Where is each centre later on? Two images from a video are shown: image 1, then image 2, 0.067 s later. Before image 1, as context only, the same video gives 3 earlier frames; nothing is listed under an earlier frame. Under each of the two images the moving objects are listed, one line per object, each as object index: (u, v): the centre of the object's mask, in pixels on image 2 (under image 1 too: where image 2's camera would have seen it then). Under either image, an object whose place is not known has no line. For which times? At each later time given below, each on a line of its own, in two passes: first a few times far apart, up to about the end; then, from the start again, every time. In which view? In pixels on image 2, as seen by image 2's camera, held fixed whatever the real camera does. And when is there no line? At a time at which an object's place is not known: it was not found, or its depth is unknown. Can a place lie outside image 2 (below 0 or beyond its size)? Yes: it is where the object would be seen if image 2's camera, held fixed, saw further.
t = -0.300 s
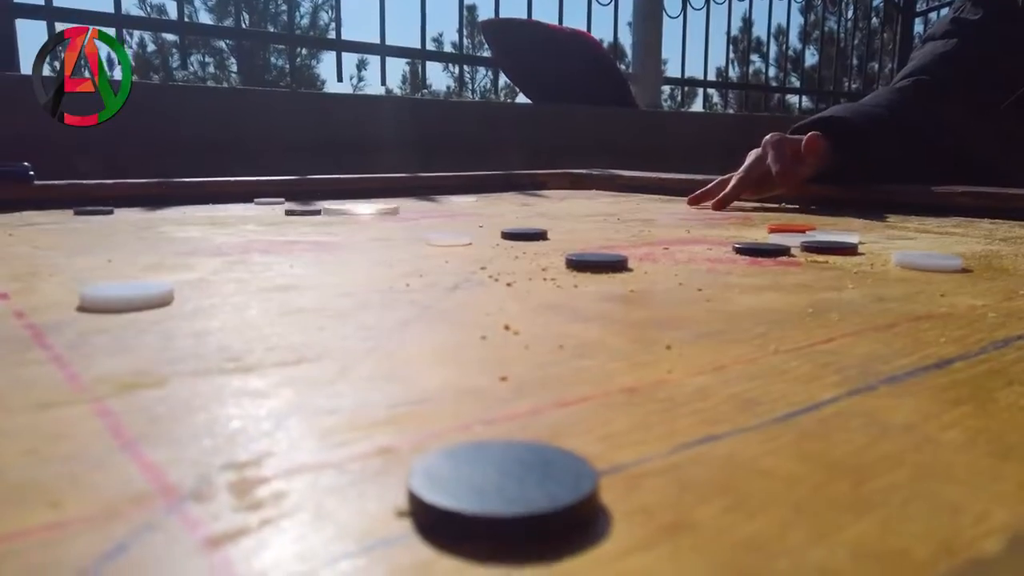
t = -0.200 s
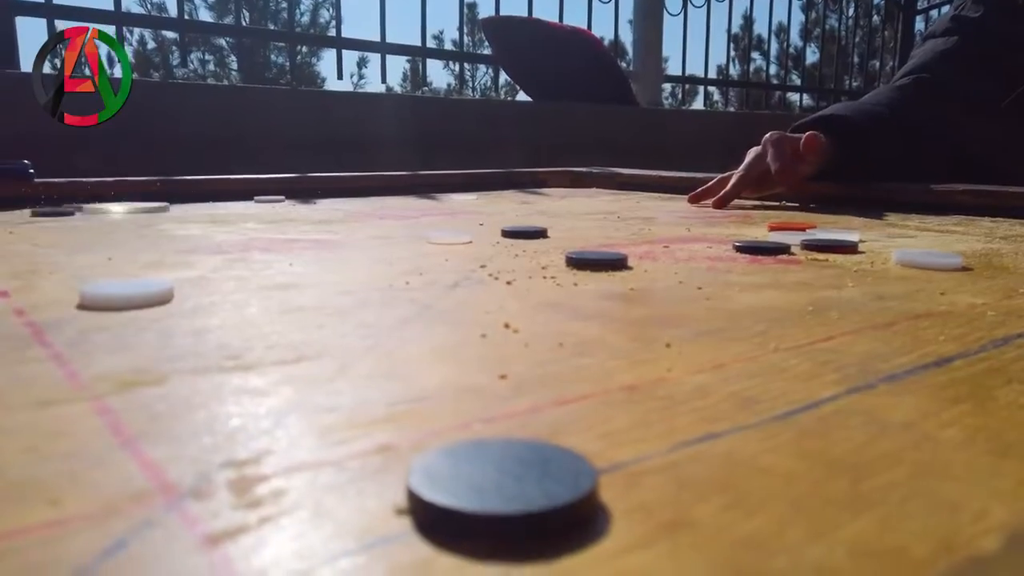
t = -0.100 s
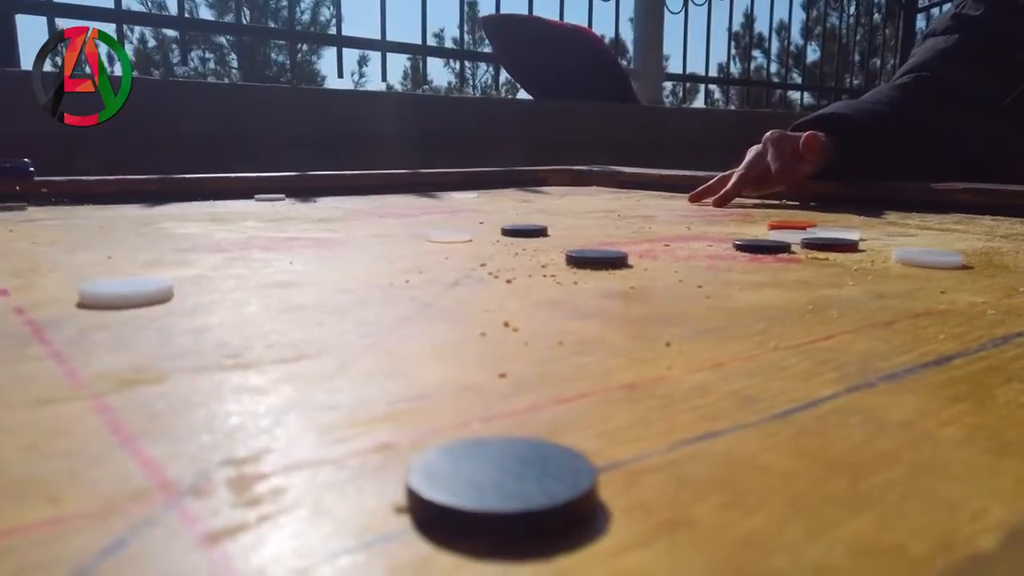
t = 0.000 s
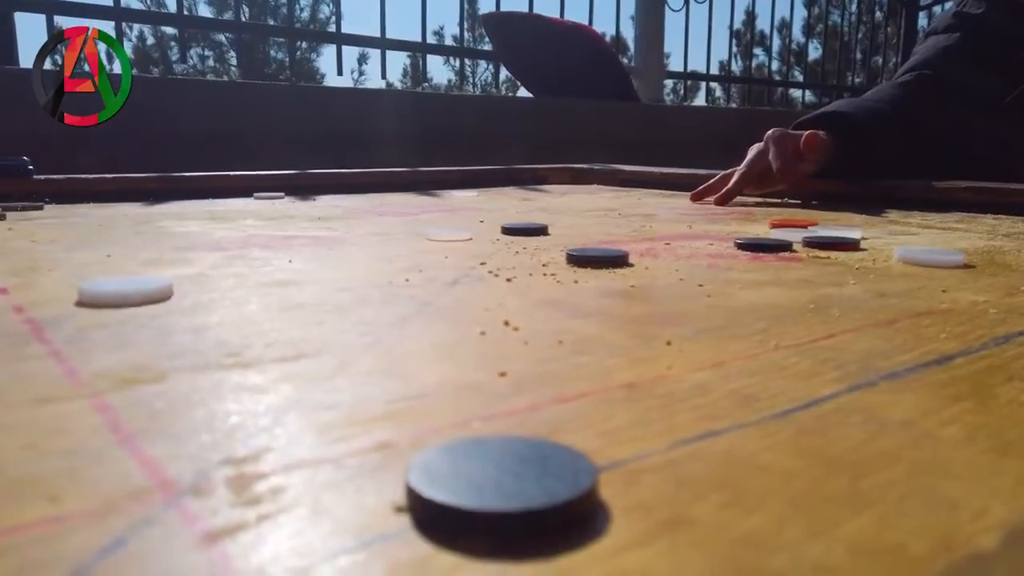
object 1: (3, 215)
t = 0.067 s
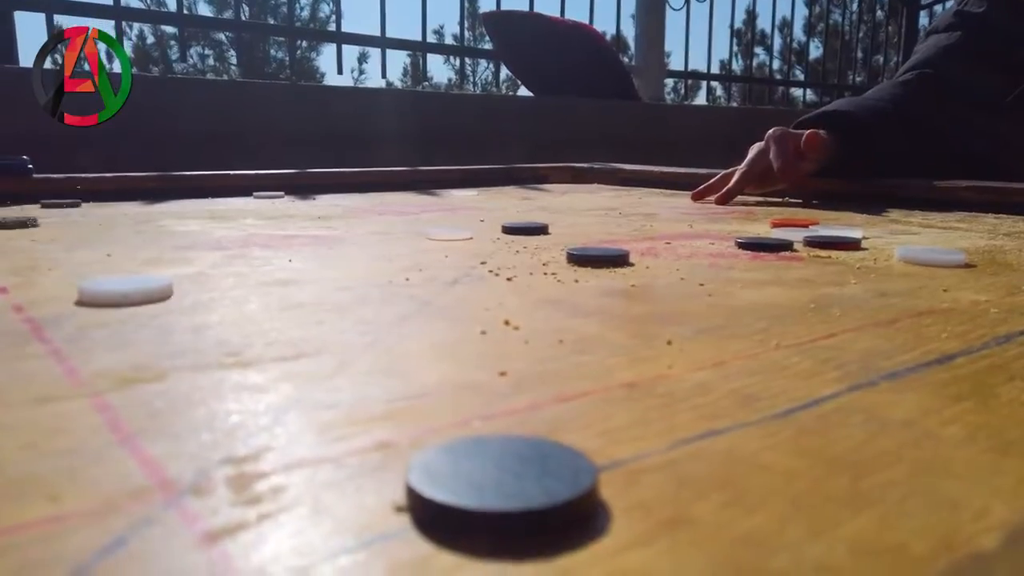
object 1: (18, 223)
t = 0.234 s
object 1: (90, 243)
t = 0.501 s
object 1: (226, 279)
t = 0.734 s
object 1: (295, 299)
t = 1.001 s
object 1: (298, 300)
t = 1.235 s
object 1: (299, 300)
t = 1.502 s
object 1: (299, 300)
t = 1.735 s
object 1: (299, 300)
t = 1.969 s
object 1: (299, 300)
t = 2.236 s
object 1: (299, 300)
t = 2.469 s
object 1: (299, 300)
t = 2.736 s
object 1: (299, 300)
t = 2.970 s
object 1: (299, 300)
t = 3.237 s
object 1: (299, 300)
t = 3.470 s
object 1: (299, 300)
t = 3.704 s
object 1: (300, 300)
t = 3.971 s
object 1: (300, 300)
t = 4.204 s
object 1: (299, 300)
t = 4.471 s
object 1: (299, 300)
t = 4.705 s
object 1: (299, 300)
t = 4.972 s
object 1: (299, 300)
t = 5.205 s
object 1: (299, 300)
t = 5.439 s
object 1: (299, 300)
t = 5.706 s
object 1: (299, 300)
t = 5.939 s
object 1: (299, 300)
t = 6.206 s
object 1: (299, 300)
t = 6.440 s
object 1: (299, 300)
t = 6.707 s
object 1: (299, 300)
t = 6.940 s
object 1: (299, 300)
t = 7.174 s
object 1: (299, 300)
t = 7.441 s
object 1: (299, 300)
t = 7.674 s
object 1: (300, 300)
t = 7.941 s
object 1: (299, 300)
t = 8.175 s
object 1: (299, 300)
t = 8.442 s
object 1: (299, 300)
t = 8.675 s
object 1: (299, 300)
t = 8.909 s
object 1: (299, 300)
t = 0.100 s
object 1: (27, 226)
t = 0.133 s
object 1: (41, 230)
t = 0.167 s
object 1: (56, 235)
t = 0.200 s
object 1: (73, 239)
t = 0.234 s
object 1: (90, 243)
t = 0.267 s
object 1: (108, 248)
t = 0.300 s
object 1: (125, 253)
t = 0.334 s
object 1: (143, 257)
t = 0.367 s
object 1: (160, 262)
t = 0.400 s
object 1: (179, 266)
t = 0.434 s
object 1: (196, 270)
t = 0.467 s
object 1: (211, 275)
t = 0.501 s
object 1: (226, 279)
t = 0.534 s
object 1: (239, 283)
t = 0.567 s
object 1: (253, 286)
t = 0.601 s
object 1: (263, 290)
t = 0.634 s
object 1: (273, 292)
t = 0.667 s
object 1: (282, 295)
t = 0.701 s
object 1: (290, 297)
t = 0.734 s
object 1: (295, 299)
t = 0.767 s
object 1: (298, 300)
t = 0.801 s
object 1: (298, 300)
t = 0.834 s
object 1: (299, 300)
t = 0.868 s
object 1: (299, 300)
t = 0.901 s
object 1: (299, 300)
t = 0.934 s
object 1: (298, 300)
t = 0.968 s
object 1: (299, 300)
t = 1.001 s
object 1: (298, 300)
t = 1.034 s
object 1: (298, 300)
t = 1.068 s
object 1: (298, 300)
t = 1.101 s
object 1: (298, 300)
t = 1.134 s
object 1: (298, 300)
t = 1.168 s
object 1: (299, 300)
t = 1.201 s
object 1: (298, 300)
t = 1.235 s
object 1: (299, 300)
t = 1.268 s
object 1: (298, 300)
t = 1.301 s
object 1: (299, 300)
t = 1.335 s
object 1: (299, 300)
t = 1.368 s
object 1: (299, 300)
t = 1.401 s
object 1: (299, 300)
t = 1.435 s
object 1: (299, 300)
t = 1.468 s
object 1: (299, 300)
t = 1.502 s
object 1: (299, 300)
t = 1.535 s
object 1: (299, 300)
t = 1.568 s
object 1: (299, 300)
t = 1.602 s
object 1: (299, 300)
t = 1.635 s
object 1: (299, 300)
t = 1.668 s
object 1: (299, 300)
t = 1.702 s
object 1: (299, 300)
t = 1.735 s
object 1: (299, 300)
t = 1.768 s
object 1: (299, 300)
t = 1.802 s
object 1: (299, 300)
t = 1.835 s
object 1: (299, 300)
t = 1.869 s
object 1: (299, 300)
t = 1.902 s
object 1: (299, 300)
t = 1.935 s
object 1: (299, 300)
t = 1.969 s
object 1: (299, 300)
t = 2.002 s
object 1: (299, 300)
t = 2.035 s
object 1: (299, 300)
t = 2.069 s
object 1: (299, 299)
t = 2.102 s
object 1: (299, 300)
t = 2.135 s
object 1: (299, 300)
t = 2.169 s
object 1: (299, 300)
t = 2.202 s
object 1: (299, 300)
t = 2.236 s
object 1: (299, 300)
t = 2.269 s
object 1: (299, 300)
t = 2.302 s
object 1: (299, 300)
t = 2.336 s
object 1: (299, 300)
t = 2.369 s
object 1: (299, 300)
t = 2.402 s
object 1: (299, 300)
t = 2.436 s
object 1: (299, 300)
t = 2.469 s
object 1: (299, 300)
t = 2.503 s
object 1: (299, 300)
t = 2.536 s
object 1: (299, 300)
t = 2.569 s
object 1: (299, 300)
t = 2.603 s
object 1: (299, 300)
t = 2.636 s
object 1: (299, 300)
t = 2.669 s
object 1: (299, 300)
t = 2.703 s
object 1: (299, 300)
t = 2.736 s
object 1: (299, 300)
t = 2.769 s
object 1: (299, 300)
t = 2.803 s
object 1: (299, 300)
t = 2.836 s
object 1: (299, 300)
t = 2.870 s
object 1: (299, 300)
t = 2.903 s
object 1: (299, 300)
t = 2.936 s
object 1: (299, 300)
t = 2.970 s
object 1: (299, 300)
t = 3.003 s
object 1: (299, 300)
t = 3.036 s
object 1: (299, 300)
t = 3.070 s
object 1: (299, 300)
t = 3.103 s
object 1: (299, 300)
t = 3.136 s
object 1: (299, 300)
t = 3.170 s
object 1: (299, 300)
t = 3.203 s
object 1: (299, 300)
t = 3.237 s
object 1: (299, 300)
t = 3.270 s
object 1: (299, 300)
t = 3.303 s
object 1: (299, 300)
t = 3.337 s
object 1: (299, 300)
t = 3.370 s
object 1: (299, 300)
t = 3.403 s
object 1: (299, 300)
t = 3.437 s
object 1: (299, 300)
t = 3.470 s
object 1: (299, 300)
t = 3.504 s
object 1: (299, 300)
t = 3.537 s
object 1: (299, 300)
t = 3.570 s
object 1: (300, 300)
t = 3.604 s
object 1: (300, 300)
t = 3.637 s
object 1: (299, 300)
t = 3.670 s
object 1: (299, 300)
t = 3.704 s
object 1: (300, 300)
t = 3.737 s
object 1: (299, 300)
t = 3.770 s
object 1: (299, 300)
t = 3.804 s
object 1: (299, 300)
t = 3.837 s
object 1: (299, 300)
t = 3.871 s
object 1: (299, 300)
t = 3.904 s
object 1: (299, 300)
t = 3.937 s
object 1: (299, 300)
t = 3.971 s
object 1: (300, 300)
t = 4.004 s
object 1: (299, 300)
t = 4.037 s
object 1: (299, 300)
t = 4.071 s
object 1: (299, 300)
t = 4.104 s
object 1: (299, 300)
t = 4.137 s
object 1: (299, 300)
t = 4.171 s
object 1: (299, 300)
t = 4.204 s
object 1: (299, 300)
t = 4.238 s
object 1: (299, 300)
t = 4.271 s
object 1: (299, 300)
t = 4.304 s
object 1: (299, 300)
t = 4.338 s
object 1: (299, 300)
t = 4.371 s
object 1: (299, 300)
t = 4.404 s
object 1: (299, 300)
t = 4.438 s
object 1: (299, 300)
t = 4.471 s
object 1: (299, 300)
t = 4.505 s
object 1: (299, 300)
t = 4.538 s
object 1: (299, 300)
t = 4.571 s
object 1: (299, 300)
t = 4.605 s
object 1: (299, 300)
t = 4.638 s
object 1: (299, 300)
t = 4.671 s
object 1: (299, 300)
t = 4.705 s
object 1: (299, 300)
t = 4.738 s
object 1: (299, 300)
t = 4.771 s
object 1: (299, 300)
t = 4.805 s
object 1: (299, 300)
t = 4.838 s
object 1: (299, 300)
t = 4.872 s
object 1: (299, 300)
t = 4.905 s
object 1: (299, 300)
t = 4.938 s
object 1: (299, 300)
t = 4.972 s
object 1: (299, 300)
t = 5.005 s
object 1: (299, 300)
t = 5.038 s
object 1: (299, 300)
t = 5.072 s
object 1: (299, 300)
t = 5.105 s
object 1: (299, 300)
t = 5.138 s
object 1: (299, 300)
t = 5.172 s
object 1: (299, 300)
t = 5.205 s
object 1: (299, 300)
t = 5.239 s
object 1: (299, 300)
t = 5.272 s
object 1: (299, 300)
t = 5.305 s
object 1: (299, 300)
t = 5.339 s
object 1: (299, 300)
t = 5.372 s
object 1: (299, 300)
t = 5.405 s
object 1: (299, 300)
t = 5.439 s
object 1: (299, 300)
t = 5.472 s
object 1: (299, 300)
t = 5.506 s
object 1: (299, 300)
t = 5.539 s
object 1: (299, 300)
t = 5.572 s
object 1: (299, 300)
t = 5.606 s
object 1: (299, 300)
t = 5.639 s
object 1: (299, 300)
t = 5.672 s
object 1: (299, 300)
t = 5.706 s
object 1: (299, 300)
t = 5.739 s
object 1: (299, 300)
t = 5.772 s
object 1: (299, 300)
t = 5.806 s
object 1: (299, 300)
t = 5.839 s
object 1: (299, 300)
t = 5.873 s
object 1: (299, 300)
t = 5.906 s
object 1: (299, 300)
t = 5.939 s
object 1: (299, 300)
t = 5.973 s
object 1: (299, 300)
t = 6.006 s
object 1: (299, 300)
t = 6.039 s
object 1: (299, 300)
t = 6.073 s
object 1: (299, 300)
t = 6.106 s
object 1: (299, 300)
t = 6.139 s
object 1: (299, 300)
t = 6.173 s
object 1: (299, 300)
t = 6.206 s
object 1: (299, 300)
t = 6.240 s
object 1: (299, 300)
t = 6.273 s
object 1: (299, 300)
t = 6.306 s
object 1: (299, 300)
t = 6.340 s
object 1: (299, 300)
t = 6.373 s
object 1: (299, 300)
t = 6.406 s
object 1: (299, 300)
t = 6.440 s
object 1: (299, 300)
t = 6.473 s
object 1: (299, 300)
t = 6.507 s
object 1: (299, 300)
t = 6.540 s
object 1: (299, 300)
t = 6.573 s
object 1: (299, 300)
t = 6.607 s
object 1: (299, 300)
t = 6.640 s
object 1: (299, 300)
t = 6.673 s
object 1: (299, 300)
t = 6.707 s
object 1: (299, 300)
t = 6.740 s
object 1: (299, 300)
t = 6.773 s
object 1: (299, 300)
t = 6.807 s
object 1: (299, 300)
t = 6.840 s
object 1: (299, 300)
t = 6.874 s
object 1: (299, 300)
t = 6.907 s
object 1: (299, 300)
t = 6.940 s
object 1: (299, 300)
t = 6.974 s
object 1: (299, 300)
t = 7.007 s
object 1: (299, 300)
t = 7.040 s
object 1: (299, 300)
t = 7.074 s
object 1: (299, 300)
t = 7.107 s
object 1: (299, 300)
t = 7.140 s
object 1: (299, 300)
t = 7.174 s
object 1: (299, 300)
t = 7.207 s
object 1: (299, 300)
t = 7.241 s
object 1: (299, 300)
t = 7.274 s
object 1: (299, 300)
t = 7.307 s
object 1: (299, 300)
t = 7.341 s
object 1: (299, 300)
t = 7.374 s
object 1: (300, 300)
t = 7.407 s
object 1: (299, 300)
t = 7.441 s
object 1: (299, 300)
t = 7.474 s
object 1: (299, 300)
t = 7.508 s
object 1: (299, 300)
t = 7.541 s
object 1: (299, 300)
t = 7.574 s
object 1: (300, 300)
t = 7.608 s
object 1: (299, 300)
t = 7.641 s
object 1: (299, 300)
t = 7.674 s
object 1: (300, 300)
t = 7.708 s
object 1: (299, 300)
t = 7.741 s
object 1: (299, 300)
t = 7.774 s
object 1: (300, 300)
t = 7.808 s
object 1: (299, 300)
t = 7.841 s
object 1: (299, 300)
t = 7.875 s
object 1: (299, 300)
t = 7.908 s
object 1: (299, 300)
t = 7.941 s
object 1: (299, 300)
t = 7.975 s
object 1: (299, 300)
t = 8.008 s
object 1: (299, 300)
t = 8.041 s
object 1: (299, 300)
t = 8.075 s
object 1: (299, 300)
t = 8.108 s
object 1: (299, 300)
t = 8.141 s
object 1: (299, 300)
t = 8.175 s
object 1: (299, 300)
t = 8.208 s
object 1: (299, 300)
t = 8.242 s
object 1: (299, 300)
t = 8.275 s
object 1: (299, 300)
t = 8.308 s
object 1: (299, 300)
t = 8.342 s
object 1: (299, 300)
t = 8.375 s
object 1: (299, 300)
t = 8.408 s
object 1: (299, 300)
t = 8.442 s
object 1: (299, 300)
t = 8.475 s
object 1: (299, 300)
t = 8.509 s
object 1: (299, 300)
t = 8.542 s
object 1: (299, 300)
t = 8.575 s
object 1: (299, 300)
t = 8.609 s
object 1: (299, 300)
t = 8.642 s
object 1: (299, 300)
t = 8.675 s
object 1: (299, 300)
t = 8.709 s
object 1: (299, 300)
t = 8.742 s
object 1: (299, 300)
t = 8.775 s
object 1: (299, 300)
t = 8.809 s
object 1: (299, 300)
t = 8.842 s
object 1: (299, 300)
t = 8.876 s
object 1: (299, 300)
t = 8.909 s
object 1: (299, 300)
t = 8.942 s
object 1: (299, 300)
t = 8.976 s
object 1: (299, 300)
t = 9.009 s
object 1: (299, 300)
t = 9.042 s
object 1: (299, 300)
